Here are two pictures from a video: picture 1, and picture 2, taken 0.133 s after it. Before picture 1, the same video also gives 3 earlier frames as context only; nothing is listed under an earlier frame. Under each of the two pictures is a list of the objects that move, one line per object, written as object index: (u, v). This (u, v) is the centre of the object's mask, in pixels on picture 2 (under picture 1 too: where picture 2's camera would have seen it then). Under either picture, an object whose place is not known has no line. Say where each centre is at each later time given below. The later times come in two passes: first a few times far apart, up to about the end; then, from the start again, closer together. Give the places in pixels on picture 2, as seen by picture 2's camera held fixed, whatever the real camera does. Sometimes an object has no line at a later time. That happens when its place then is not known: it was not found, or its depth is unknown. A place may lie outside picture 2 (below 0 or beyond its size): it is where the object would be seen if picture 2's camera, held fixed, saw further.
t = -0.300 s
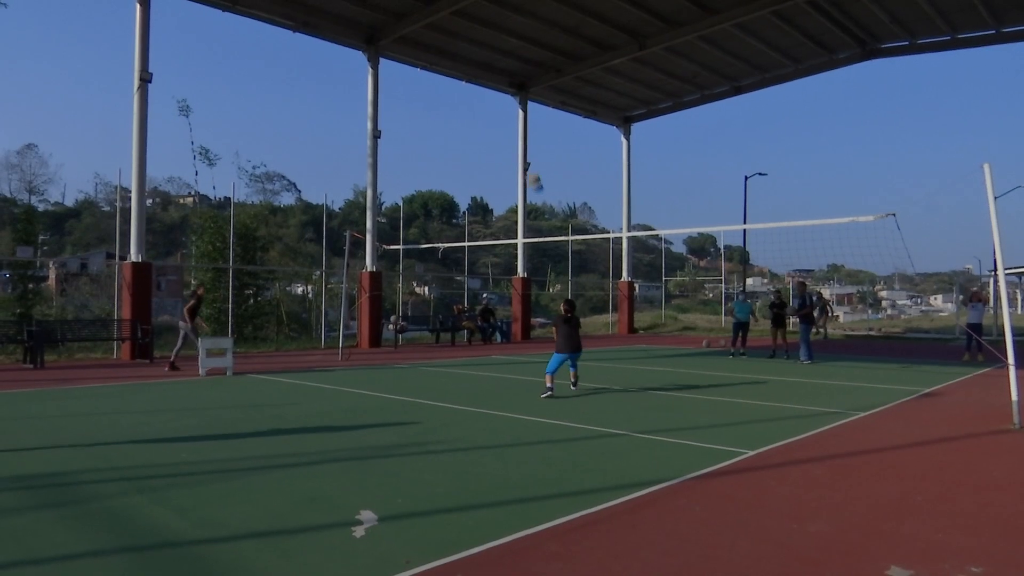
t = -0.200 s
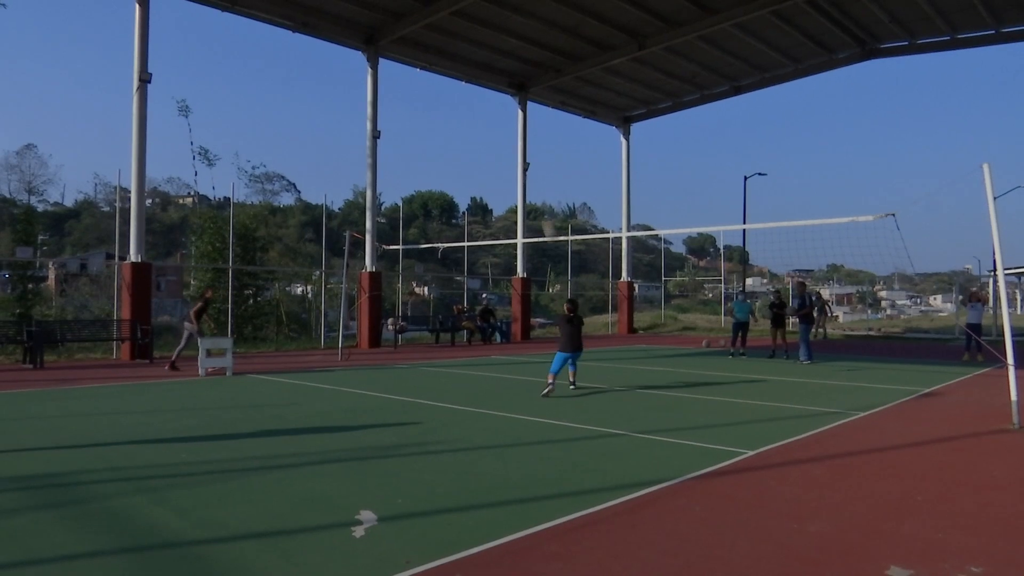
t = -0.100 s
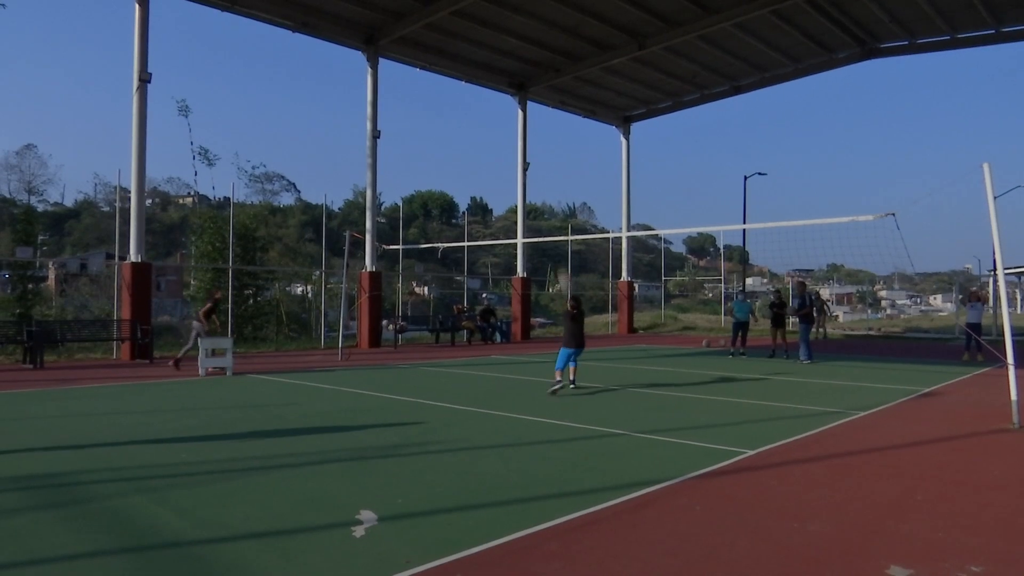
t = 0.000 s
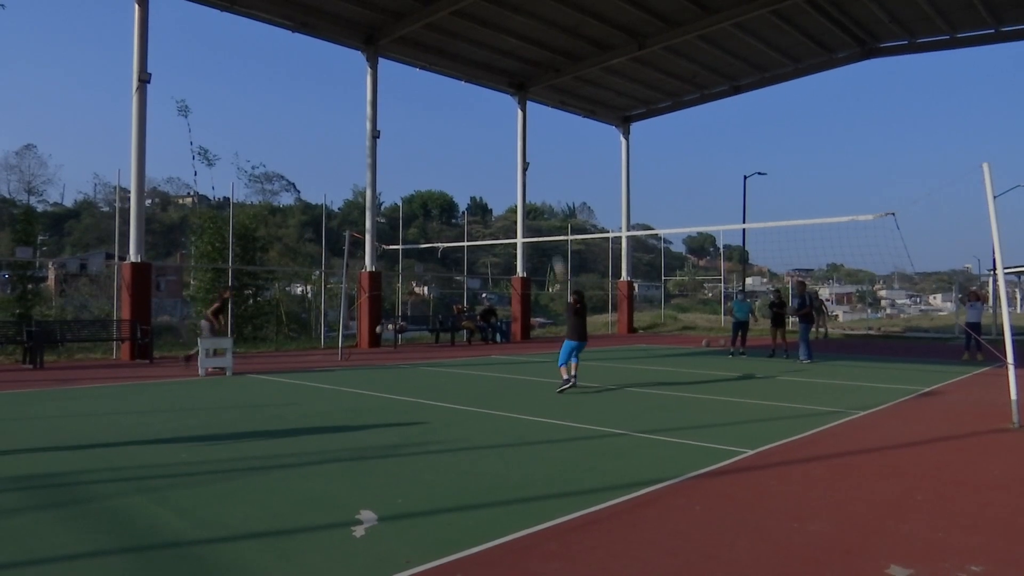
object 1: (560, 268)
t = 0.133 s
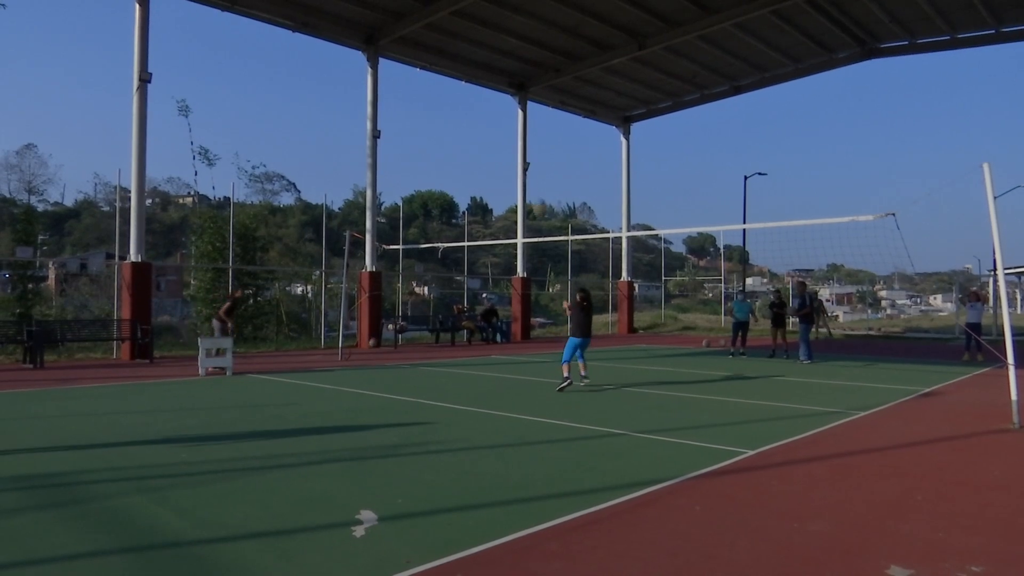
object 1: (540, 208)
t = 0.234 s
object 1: (522, 170)
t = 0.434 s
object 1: (490, 119)
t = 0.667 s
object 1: (454, 93)
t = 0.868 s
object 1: (425, 98)
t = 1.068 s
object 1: (397, 125)
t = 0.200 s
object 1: (529, 182)
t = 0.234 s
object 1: (522, 170)
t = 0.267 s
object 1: (516, 160)
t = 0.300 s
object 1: (511, 150)
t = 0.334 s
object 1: (506, 141)
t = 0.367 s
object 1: (500, 133)
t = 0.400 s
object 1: (495, 126)
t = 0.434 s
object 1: (490, 119)
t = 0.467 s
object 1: (485, 113)
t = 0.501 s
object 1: (479, 108)
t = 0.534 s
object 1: (474, 104)
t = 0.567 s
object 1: (469, 100)
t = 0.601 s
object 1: (464, 97)
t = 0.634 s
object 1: (459, 95)
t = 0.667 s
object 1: (454, 93)
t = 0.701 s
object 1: (449, 92)
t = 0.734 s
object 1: (444, 92)
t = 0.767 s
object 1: (439, 93)
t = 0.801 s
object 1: (434, 93)
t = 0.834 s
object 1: (429, 95)
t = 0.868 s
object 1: (425, 98)
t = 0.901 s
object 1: (420, 101)
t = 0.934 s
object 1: (415, 104)
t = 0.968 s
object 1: (411, 108)
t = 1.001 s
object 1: (406, 113)
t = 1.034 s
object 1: (401, 119)
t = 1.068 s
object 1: (397, 125)
